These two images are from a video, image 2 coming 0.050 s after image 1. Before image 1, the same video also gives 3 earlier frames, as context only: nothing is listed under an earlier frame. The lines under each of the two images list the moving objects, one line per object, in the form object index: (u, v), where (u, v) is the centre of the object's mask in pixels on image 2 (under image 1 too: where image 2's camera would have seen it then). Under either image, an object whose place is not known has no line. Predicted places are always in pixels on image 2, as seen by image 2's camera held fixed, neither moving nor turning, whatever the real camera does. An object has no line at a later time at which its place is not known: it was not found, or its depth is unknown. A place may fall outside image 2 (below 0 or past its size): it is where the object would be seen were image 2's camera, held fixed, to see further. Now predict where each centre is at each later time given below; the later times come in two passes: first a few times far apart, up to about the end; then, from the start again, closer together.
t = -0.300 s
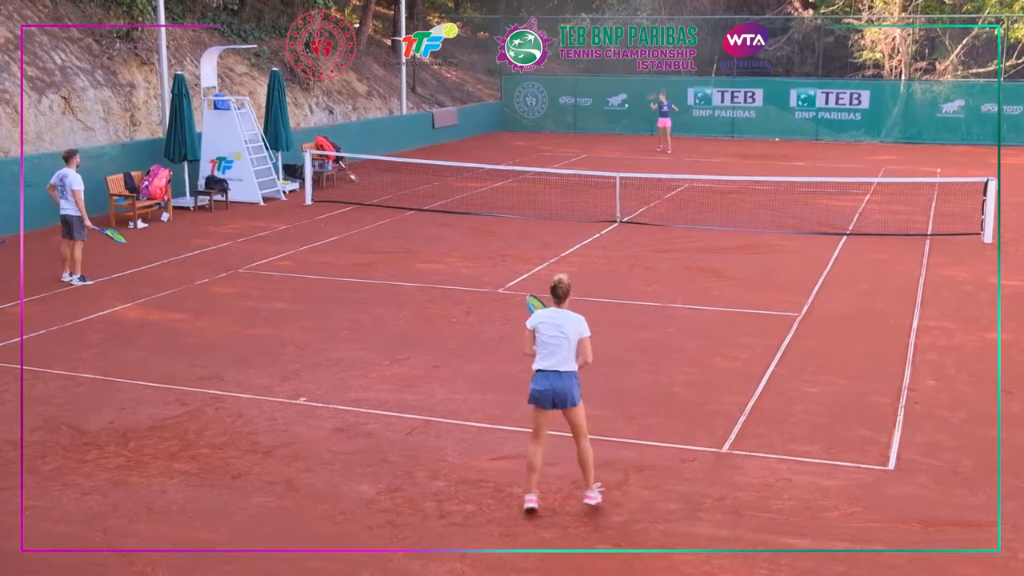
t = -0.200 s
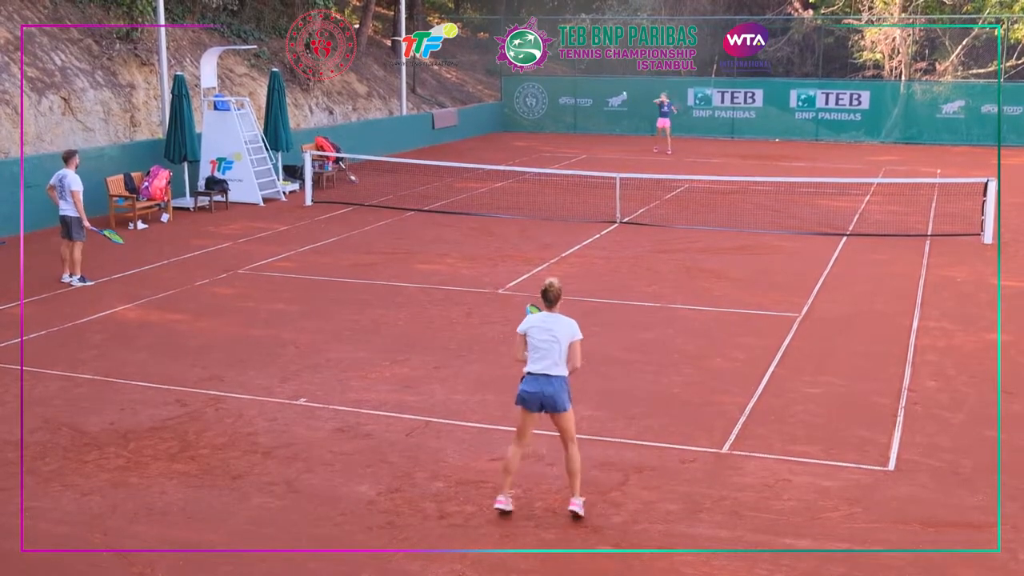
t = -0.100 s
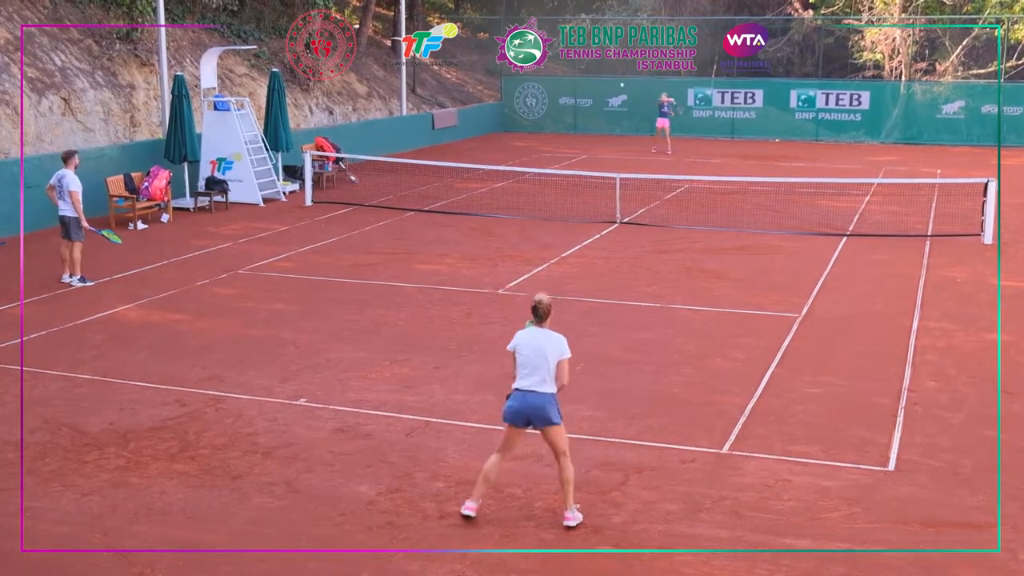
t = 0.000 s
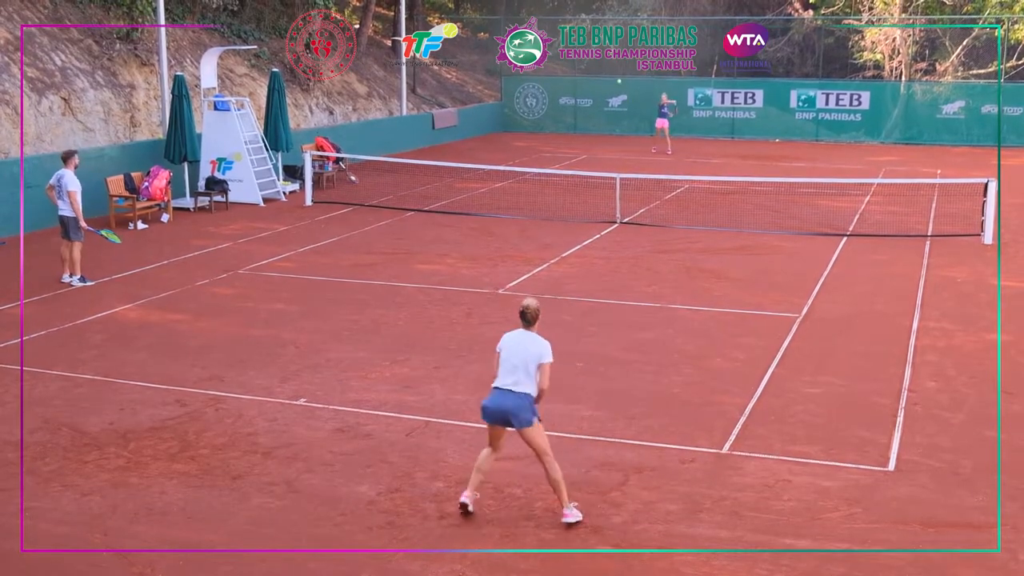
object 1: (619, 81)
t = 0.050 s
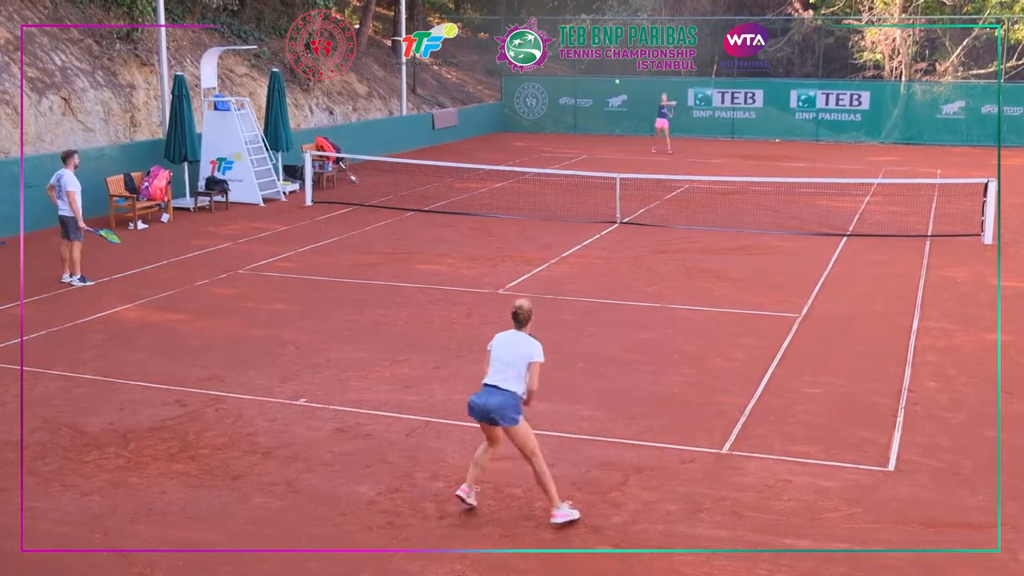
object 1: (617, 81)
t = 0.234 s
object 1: (609, 99)
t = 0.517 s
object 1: (590, 206)
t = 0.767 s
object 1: (559, 447)
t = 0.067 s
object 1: (616, 82)
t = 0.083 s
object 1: (616, 82)
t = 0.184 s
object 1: (611, 91)
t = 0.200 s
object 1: (610, 93)
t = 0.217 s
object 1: (610, 96)
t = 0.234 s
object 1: (609, 99)
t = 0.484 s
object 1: (593, 186)
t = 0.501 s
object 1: (591, 196)
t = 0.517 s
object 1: (590, 206)
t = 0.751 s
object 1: (560, 435)
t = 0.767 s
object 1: (559, 447)
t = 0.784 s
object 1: (558, 444)
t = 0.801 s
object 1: (557, 439)
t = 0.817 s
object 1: (556, 435)
